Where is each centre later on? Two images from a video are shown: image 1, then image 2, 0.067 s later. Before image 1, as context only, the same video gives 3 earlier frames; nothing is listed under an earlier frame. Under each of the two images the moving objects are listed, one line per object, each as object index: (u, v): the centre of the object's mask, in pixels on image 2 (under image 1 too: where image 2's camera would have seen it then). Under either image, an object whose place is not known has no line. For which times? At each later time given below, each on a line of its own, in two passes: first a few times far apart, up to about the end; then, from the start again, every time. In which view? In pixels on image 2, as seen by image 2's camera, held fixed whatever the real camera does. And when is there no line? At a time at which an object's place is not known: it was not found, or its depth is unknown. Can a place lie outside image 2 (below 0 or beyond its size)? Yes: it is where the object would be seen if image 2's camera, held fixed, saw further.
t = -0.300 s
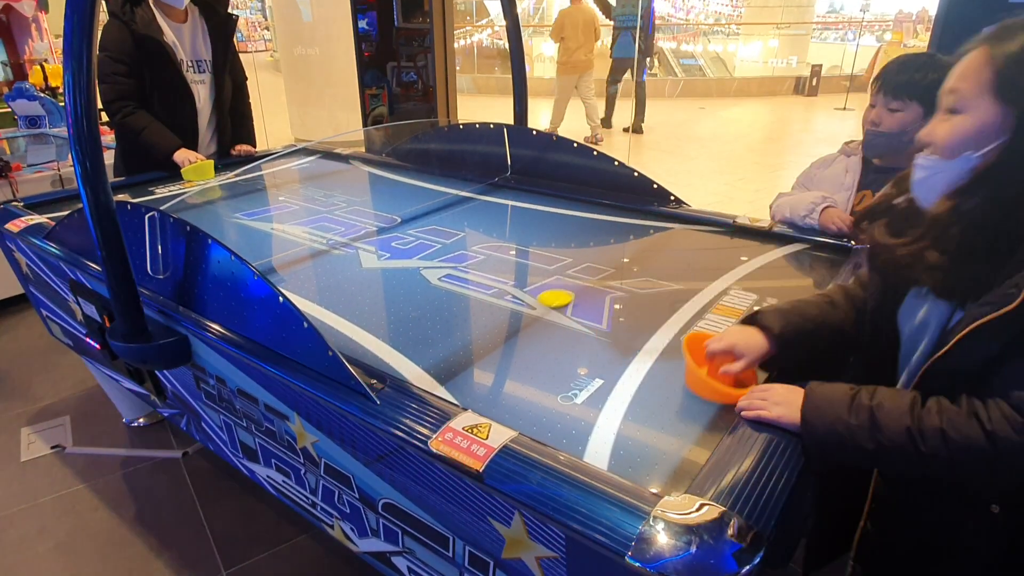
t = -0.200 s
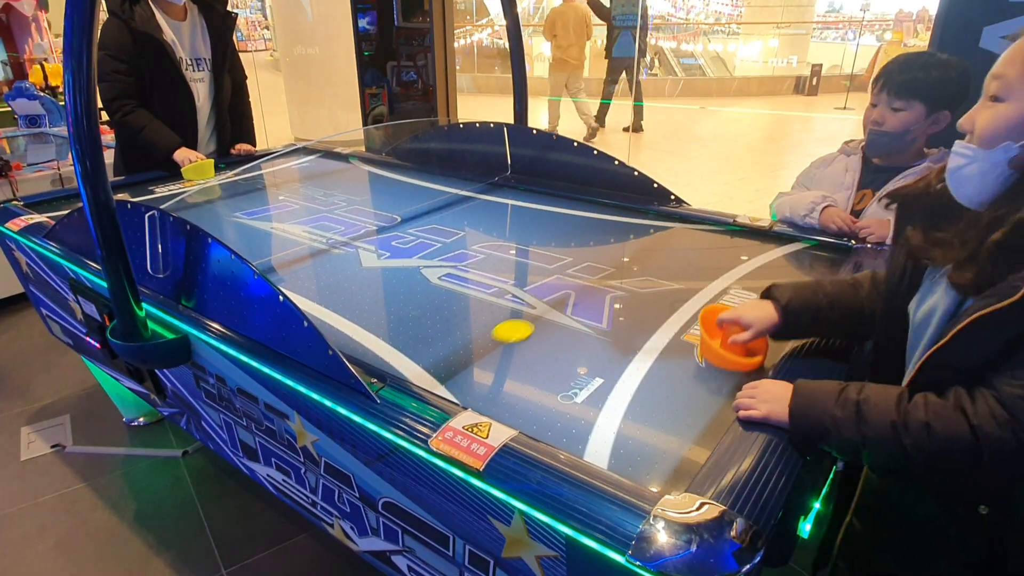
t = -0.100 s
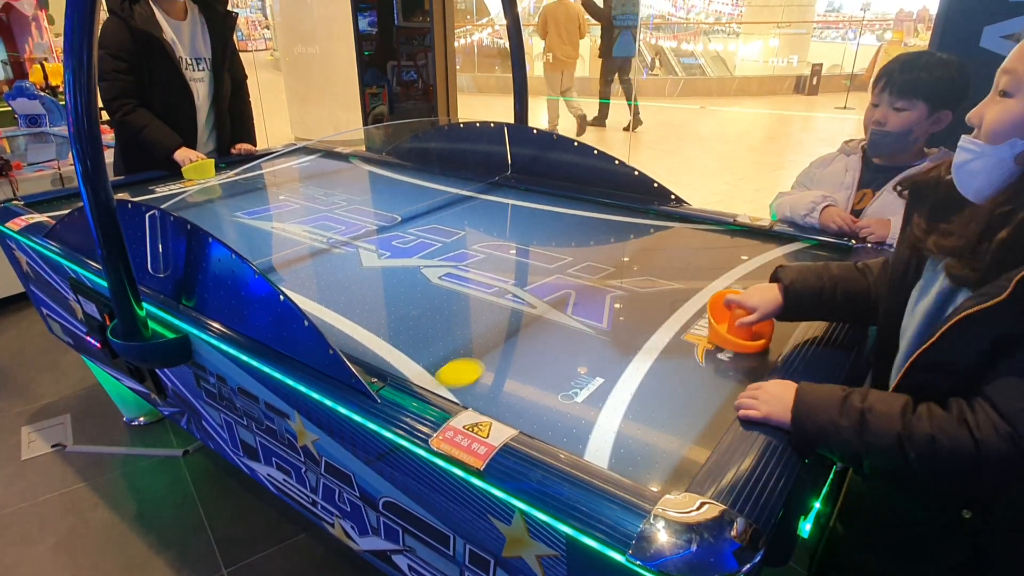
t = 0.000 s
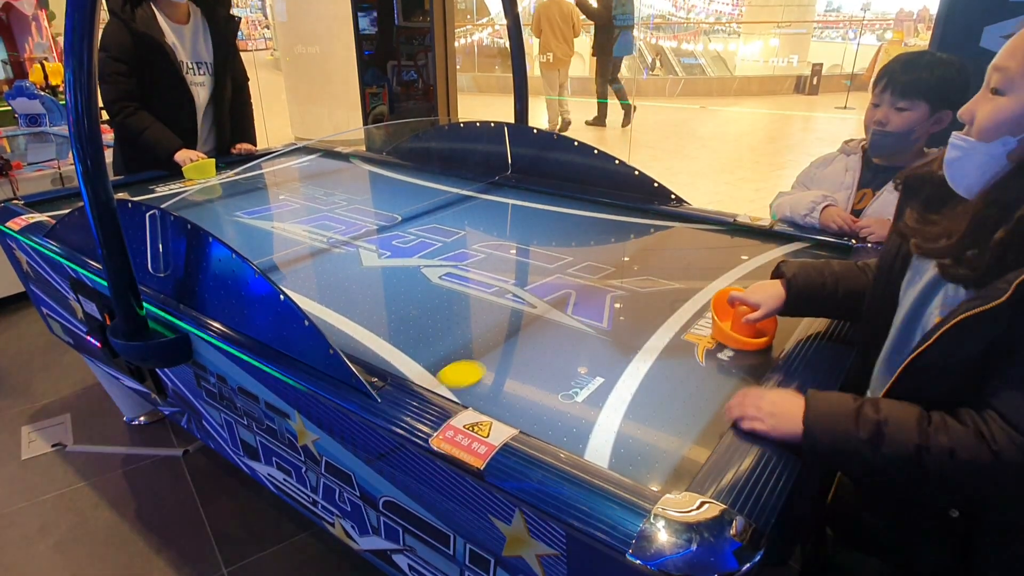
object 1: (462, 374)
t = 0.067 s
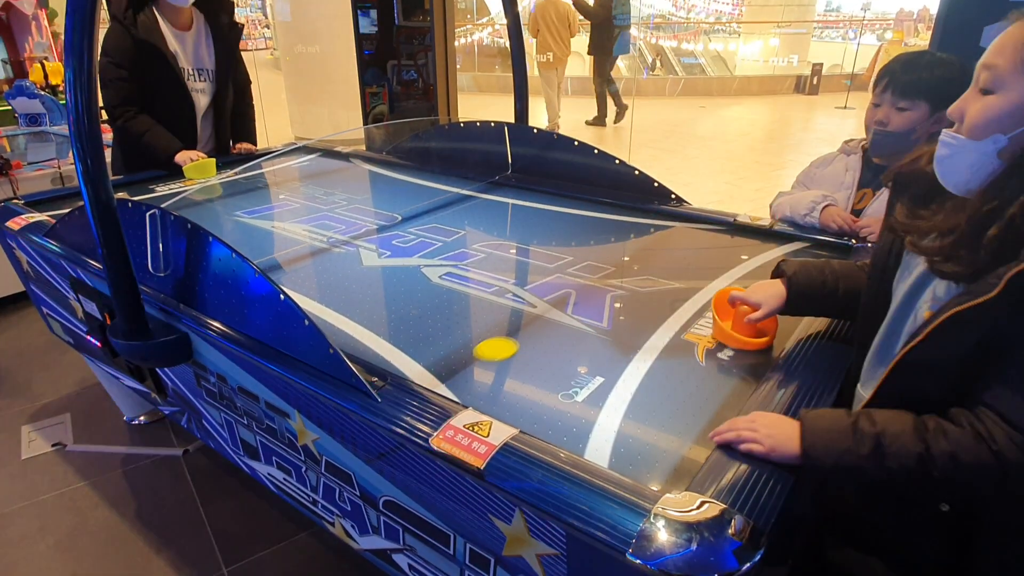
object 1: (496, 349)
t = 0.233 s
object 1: (566, 300)
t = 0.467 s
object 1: (636, 251)
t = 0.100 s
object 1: (512, 338)
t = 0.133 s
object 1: (526, 328)
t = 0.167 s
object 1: (540, 318)
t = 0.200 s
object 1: (554, 309)
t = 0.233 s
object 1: (566, 300)
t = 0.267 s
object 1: (578, 292)
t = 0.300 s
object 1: (589, 284)
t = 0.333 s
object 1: (599, 277)
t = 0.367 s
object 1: (609, 270)
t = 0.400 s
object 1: (618, 263)
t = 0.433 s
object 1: (628, 257)
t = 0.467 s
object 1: (636, 251)
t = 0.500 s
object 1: (644, 246)
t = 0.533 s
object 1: (651, 240)
